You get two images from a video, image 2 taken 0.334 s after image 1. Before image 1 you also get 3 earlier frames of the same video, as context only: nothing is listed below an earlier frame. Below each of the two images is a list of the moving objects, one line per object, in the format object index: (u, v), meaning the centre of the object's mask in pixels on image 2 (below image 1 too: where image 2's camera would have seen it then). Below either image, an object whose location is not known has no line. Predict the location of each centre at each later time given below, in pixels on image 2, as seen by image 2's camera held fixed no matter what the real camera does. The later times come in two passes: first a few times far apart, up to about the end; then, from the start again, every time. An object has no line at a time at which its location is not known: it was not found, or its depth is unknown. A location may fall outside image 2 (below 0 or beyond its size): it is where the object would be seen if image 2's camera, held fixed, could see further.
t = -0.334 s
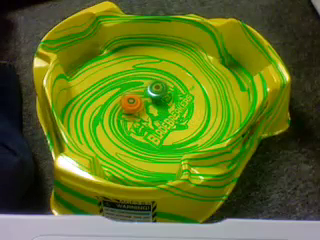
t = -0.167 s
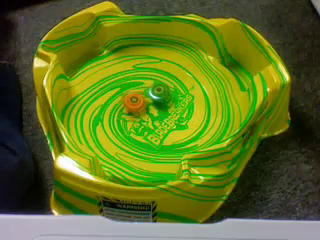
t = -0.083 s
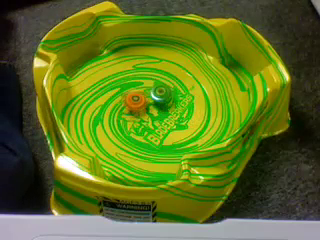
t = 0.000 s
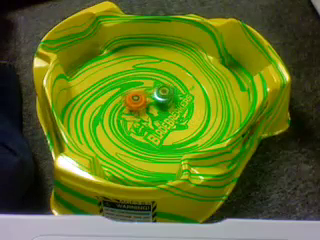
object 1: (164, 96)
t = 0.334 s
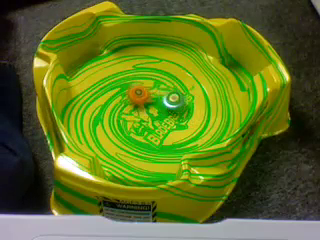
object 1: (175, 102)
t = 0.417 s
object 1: (177, 104)
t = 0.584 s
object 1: (179, 109)
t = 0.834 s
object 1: (174, 115)
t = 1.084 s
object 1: (163, 118)
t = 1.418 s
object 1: (150, 115)
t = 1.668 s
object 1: (140, 110)
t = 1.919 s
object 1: (139, 101)
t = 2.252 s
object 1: (135, 90)
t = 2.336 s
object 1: (137, 89)
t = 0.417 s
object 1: (177, 104)
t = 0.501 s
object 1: (178, 106)
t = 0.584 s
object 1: (179, 109)
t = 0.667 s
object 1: (178, 111)
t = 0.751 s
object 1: (176, 113)
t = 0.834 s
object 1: (174, 115)
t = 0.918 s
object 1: (171, 117)
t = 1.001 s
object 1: (168, 117)
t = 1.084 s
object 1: (163, 118)
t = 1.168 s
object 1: (161, 119)
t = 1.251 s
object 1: (155, 117)
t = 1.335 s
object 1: (154, 116)
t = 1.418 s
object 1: (150, 115)
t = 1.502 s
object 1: (146, 114)
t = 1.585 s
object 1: (142, 112)
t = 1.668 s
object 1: (140, 110)
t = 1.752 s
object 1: (139, 108)
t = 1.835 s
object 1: (138, 105)
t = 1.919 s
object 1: (139, 101)
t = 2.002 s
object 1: (138, 98)
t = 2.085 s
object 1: (134, 95)
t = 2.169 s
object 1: (134, 92)
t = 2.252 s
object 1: (135, 90)
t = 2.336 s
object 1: (137, 89)
